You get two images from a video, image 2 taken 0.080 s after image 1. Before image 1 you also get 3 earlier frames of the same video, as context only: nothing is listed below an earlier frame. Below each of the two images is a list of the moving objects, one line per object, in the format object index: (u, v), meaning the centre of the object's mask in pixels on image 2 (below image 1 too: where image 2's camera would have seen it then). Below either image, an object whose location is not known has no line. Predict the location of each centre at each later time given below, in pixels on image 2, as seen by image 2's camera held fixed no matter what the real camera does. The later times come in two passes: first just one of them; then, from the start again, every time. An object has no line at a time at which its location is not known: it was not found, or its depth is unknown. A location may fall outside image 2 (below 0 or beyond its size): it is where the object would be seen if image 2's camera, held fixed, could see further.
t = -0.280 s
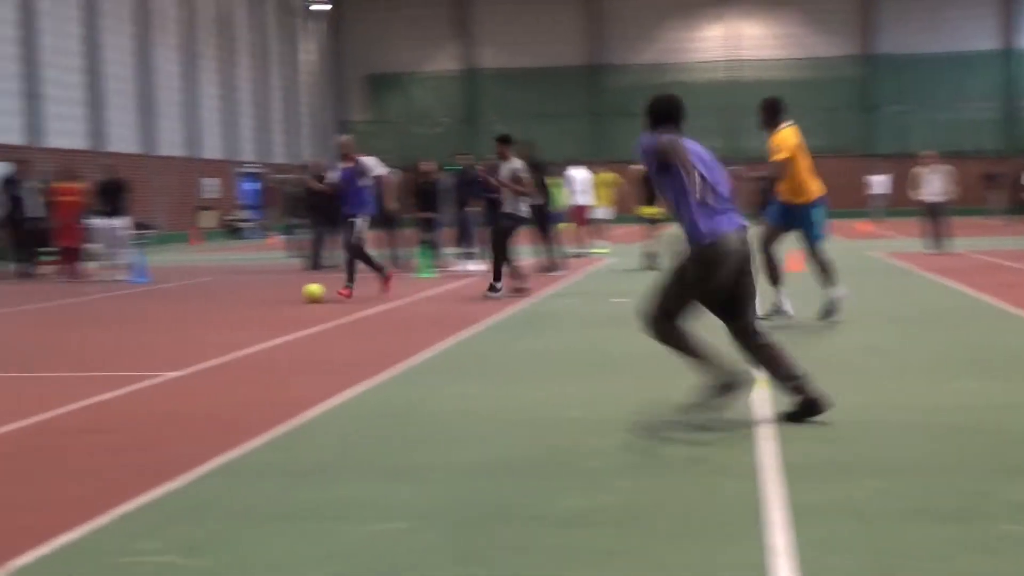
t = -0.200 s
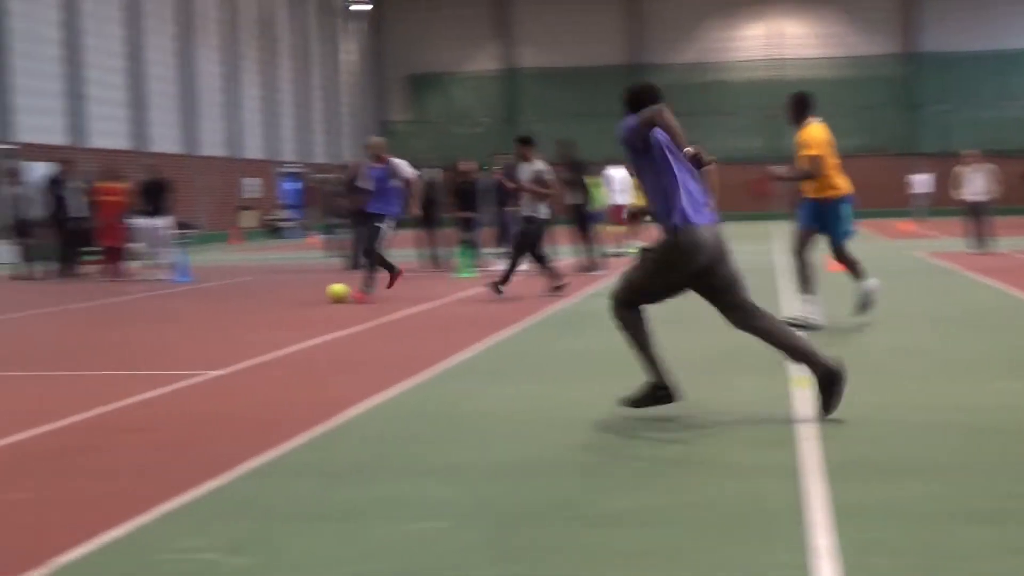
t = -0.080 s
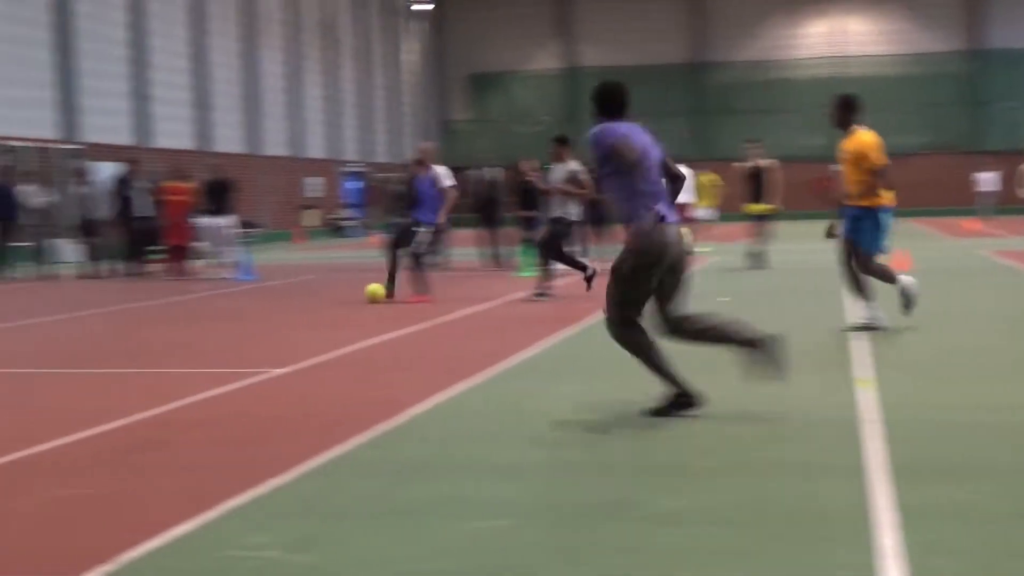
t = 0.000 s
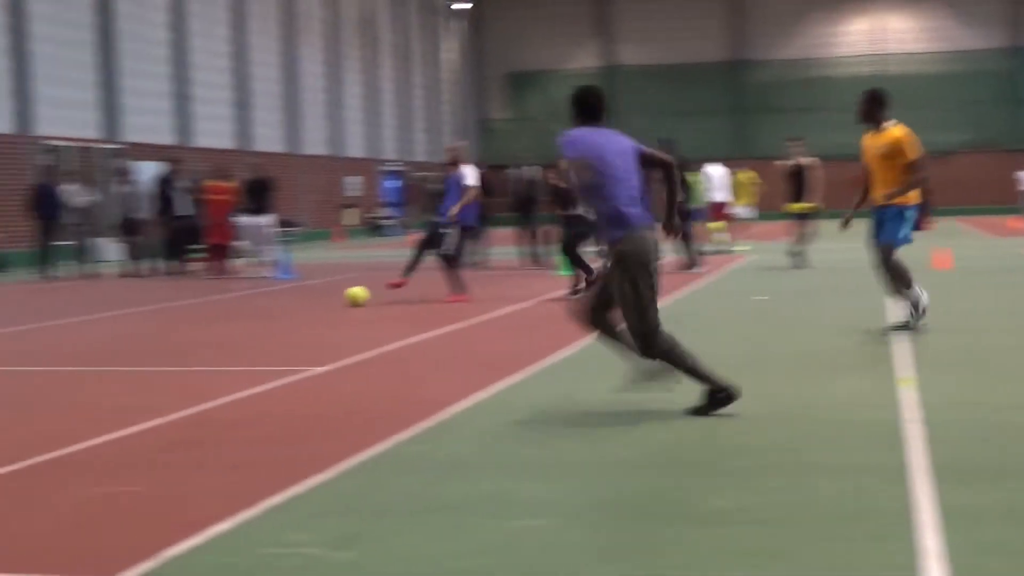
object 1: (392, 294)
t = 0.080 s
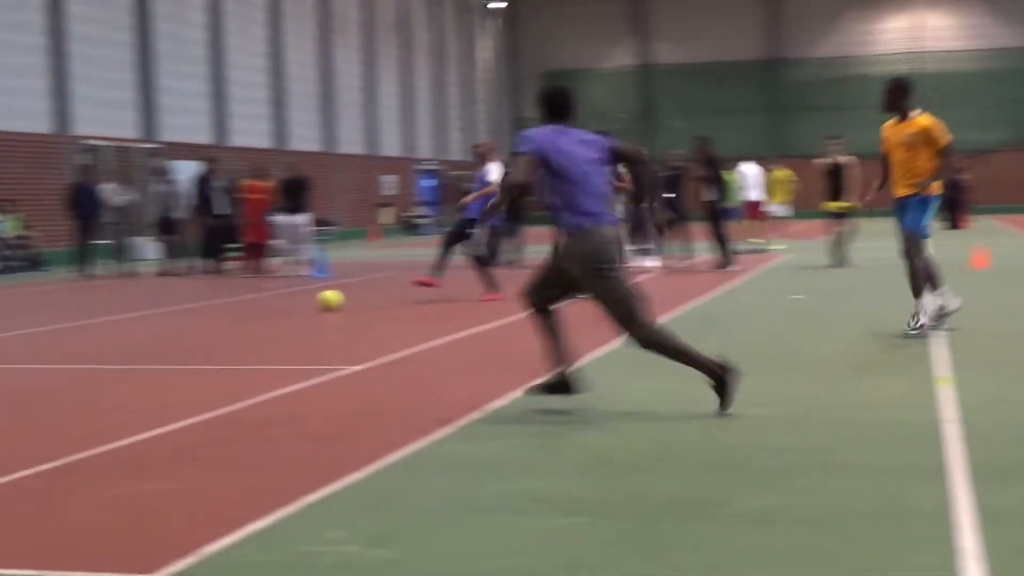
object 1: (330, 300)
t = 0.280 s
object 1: (164, 315)
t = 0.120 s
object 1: (298, 303)
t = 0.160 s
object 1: (265, 306)
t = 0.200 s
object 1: (232, 309)
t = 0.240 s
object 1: (198, 312)
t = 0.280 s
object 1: (164, 315)
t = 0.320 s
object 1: (129, 319)
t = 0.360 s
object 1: (93, 322)
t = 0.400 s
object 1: (58, 325)
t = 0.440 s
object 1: (21, 329)
